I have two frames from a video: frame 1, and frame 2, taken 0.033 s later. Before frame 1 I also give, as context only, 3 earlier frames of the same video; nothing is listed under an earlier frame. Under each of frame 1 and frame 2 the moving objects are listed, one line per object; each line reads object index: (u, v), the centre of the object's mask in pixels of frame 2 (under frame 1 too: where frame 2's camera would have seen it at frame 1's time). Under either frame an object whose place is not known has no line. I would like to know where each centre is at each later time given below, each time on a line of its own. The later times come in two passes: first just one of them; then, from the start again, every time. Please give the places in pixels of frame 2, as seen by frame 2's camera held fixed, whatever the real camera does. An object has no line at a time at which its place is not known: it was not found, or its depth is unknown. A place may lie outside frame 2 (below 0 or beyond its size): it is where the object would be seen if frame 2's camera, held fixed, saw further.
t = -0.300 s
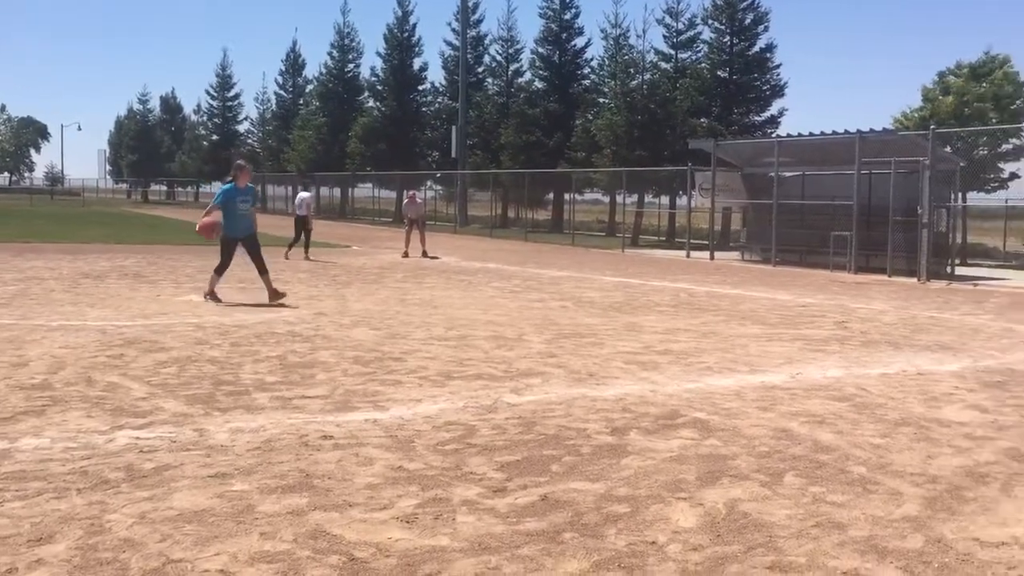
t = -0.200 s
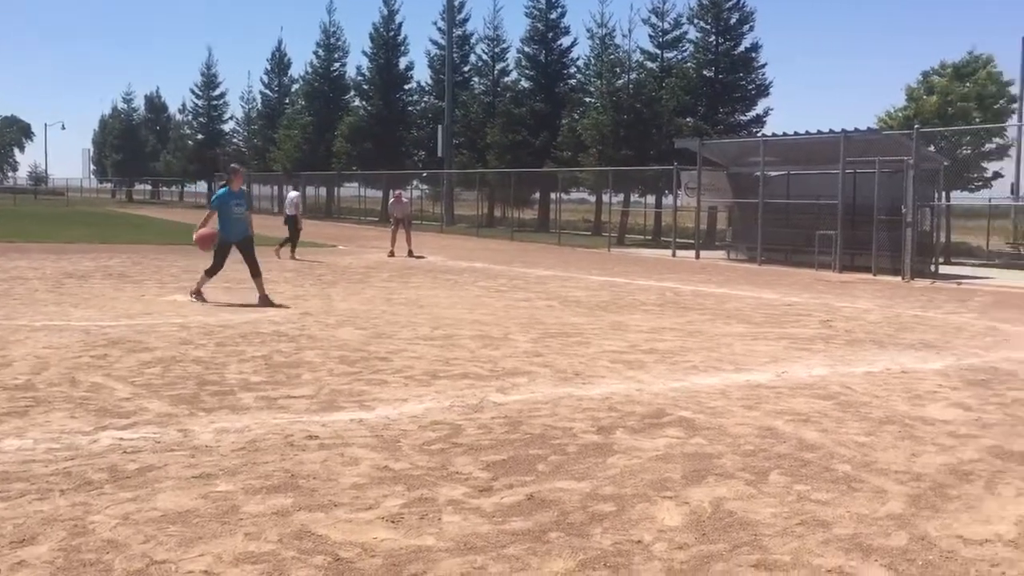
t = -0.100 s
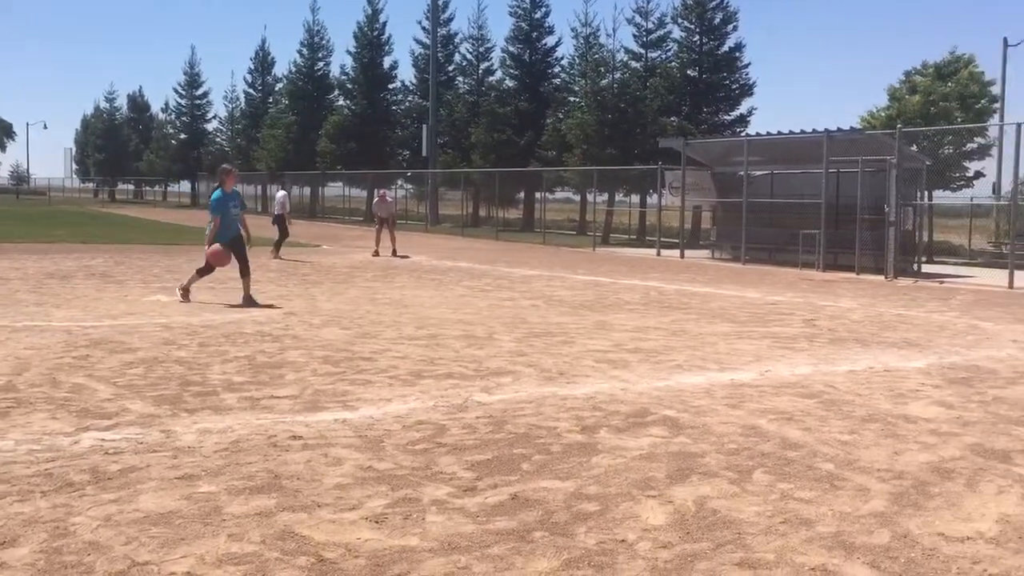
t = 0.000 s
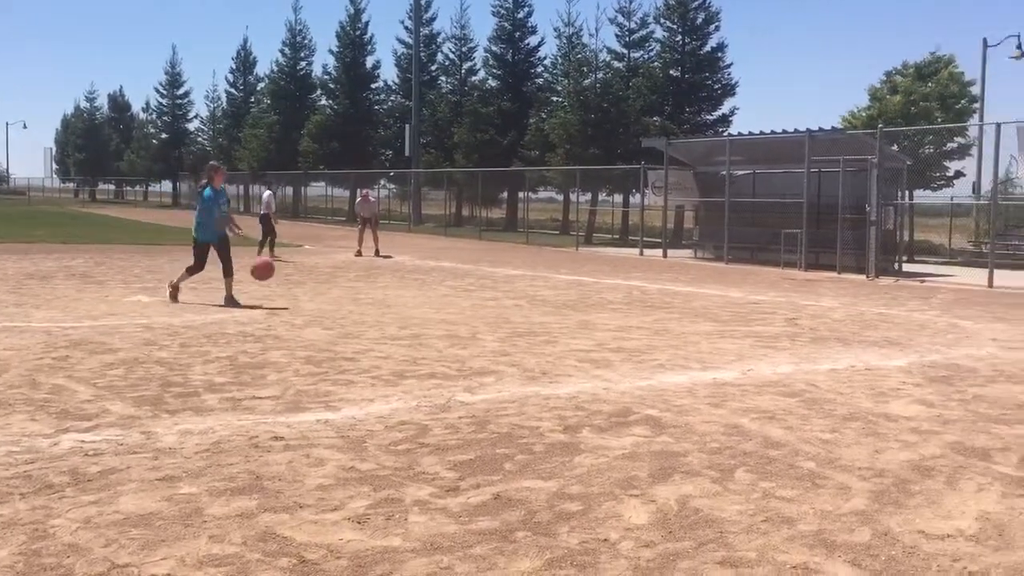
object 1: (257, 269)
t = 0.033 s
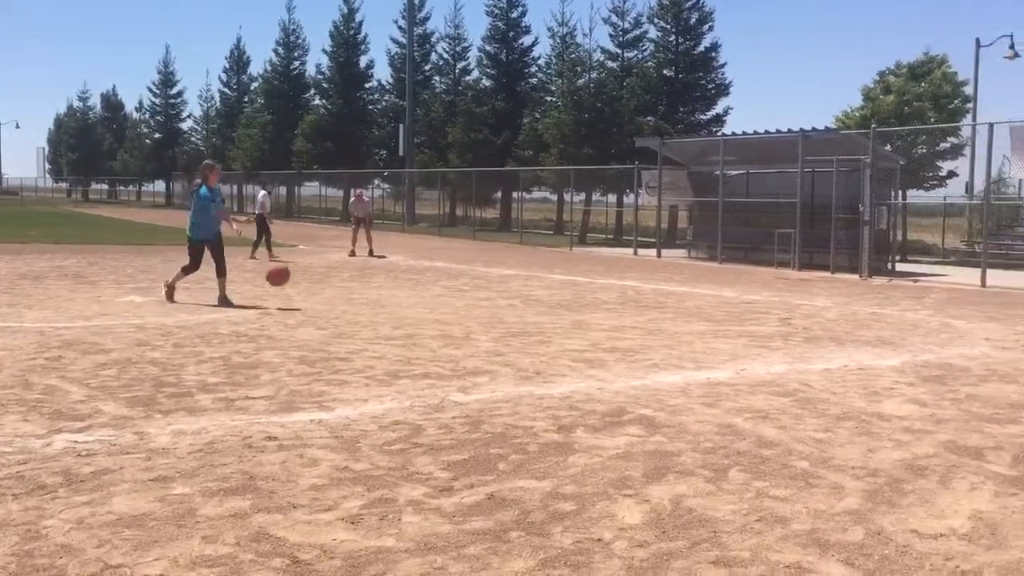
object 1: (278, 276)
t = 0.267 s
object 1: (409, 287)
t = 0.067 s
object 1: (299, 281)
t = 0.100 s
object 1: (321, 290)
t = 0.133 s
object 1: (342, 299)
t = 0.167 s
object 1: (362, 303)
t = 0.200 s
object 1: (377, 296)
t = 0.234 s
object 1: (394, 292)
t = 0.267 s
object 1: (409, 287)
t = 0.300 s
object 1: (425, 284)
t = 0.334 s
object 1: (441, 281)
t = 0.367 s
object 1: (457, 280)
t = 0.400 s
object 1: (473, 280)
